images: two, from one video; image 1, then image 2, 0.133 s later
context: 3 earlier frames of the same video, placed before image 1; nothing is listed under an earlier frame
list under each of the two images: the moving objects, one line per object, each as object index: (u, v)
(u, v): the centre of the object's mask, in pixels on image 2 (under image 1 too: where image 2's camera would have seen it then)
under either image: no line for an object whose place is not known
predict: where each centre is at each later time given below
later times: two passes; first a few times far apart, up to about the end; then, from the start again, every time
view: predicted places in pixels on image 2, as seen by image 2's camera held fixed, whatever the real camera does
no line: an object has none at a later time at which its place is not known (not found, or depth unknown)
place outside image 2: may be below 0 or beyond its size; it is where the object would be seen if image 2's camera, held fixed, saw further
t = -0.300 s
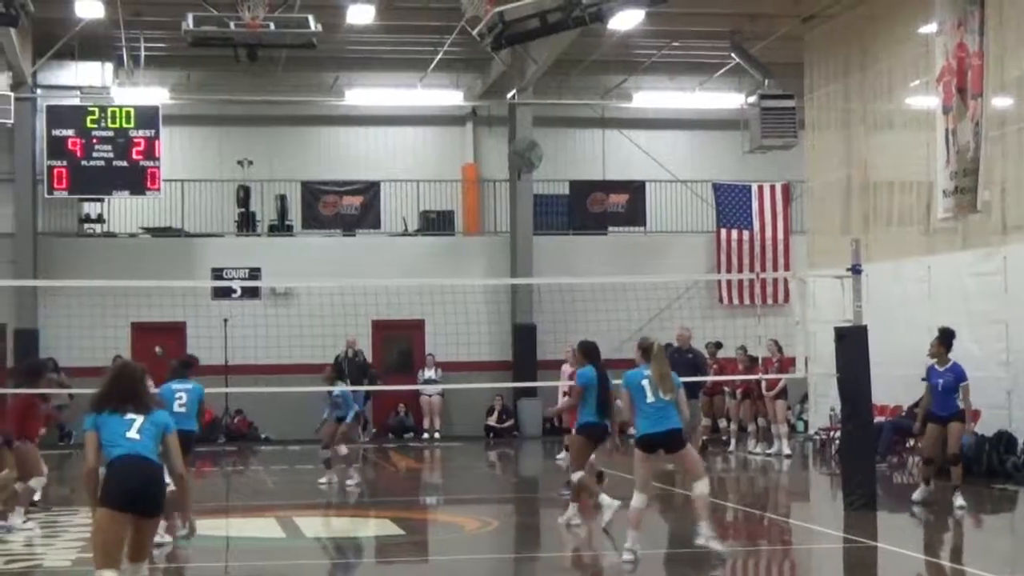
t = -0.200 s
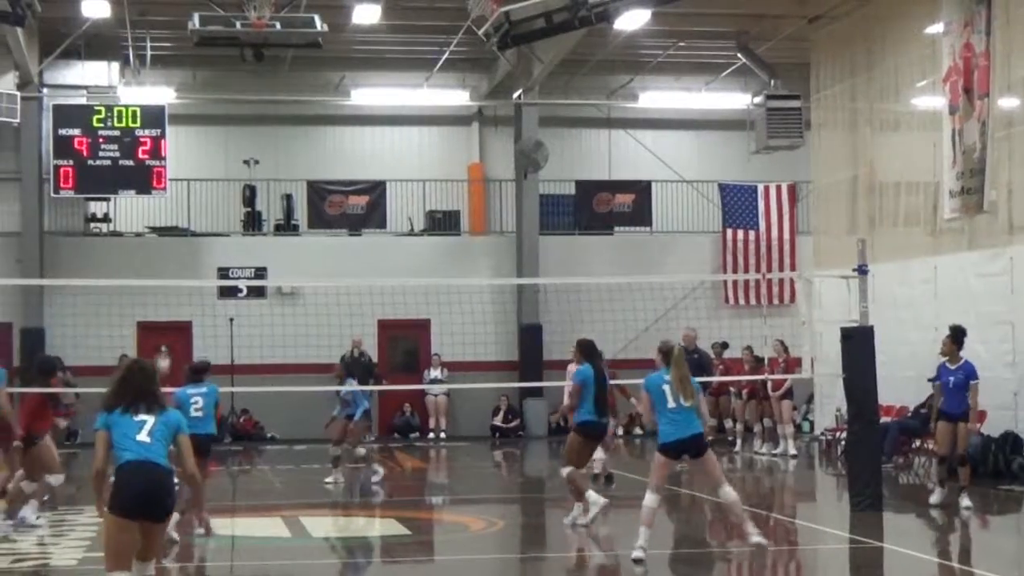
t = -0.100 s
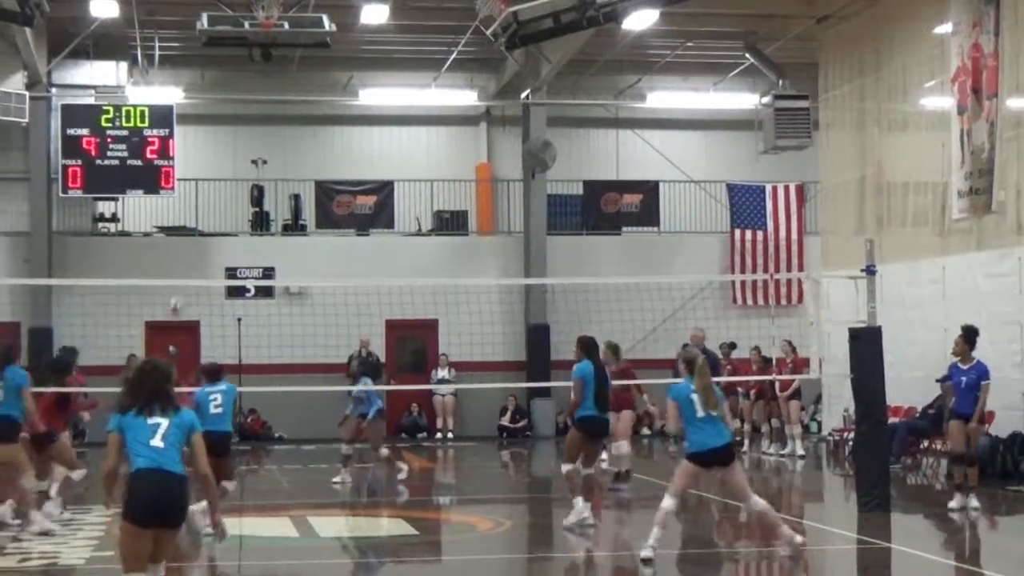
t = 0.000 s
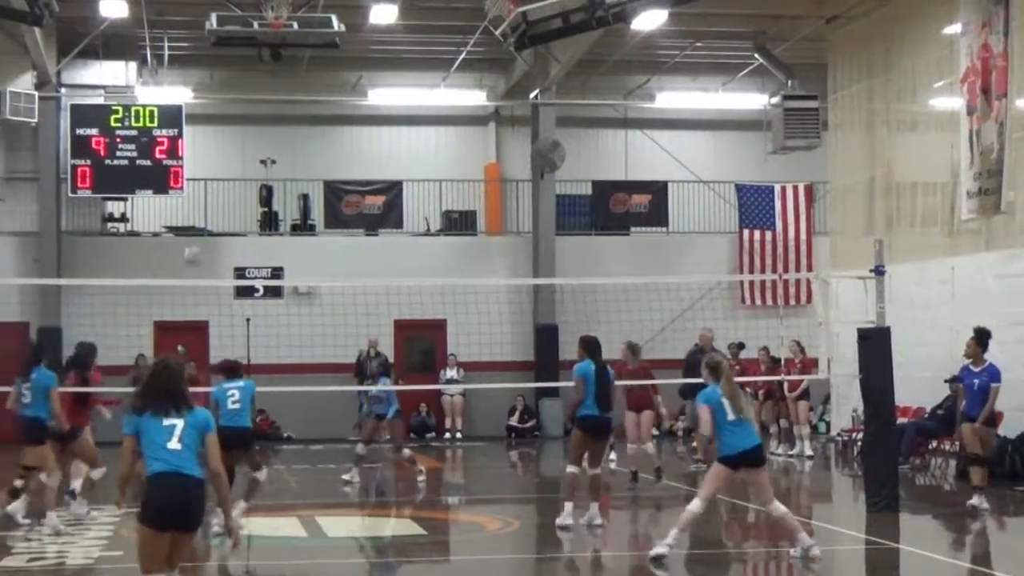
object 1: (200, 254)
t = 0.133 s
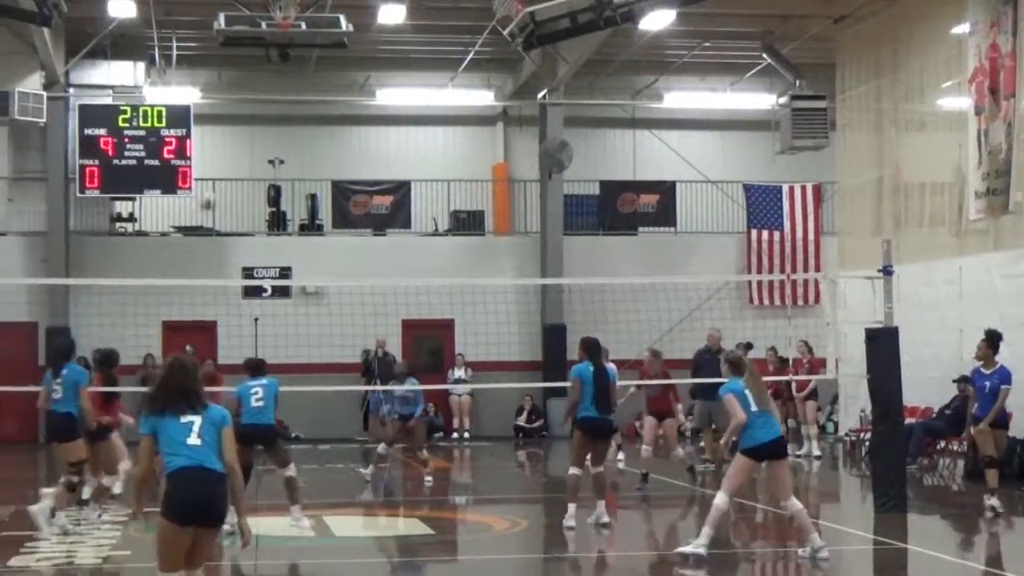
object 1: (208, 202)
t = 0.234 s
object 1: (214, 170)
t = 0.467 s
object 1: (229, 125)
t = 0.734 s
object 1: (249, 131)
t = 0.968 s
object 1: (267, 188)
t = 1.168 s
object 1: (284, 280)
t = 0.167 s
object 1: (209, 192)
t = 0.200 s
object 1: (211, 178)
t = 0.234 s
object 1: (214, 170)
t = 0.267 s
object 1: (216, 160)
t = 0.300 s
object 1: (217, 152)
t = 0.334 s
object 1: (220, 145)
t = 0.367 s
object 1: (221, 140)
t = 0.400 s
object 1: (224, 133)
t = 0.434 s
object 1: (227, 128)
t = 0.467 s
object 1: (229, 125)
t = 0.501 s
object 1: (232, 122)
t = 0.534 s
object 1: (234, 121)
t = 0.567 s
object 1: (236, 120)
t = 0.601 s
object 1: (238, 120)
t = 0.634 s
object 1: (241, 122)
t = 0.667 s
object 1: (244, 124)
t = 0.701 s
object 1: (246, 127)
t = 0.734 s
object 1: (249, 131)
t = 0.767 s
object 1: (251, 136)
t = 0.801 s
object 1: (254, 144)
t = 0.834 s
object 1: (256, 151)
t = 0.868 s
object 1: (260, 158)
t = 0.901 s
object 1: (262, 169)
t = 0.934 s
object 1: (265, 179)
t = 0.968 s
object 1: (267, 188)
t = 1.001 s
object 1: (270, 203)
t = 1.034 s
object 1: (273, 216)
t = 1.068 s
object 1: (275, 231)
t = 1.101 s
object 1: (278, 246)
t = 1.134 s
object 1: (282, 264)
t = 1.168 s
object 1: (284, 280)
